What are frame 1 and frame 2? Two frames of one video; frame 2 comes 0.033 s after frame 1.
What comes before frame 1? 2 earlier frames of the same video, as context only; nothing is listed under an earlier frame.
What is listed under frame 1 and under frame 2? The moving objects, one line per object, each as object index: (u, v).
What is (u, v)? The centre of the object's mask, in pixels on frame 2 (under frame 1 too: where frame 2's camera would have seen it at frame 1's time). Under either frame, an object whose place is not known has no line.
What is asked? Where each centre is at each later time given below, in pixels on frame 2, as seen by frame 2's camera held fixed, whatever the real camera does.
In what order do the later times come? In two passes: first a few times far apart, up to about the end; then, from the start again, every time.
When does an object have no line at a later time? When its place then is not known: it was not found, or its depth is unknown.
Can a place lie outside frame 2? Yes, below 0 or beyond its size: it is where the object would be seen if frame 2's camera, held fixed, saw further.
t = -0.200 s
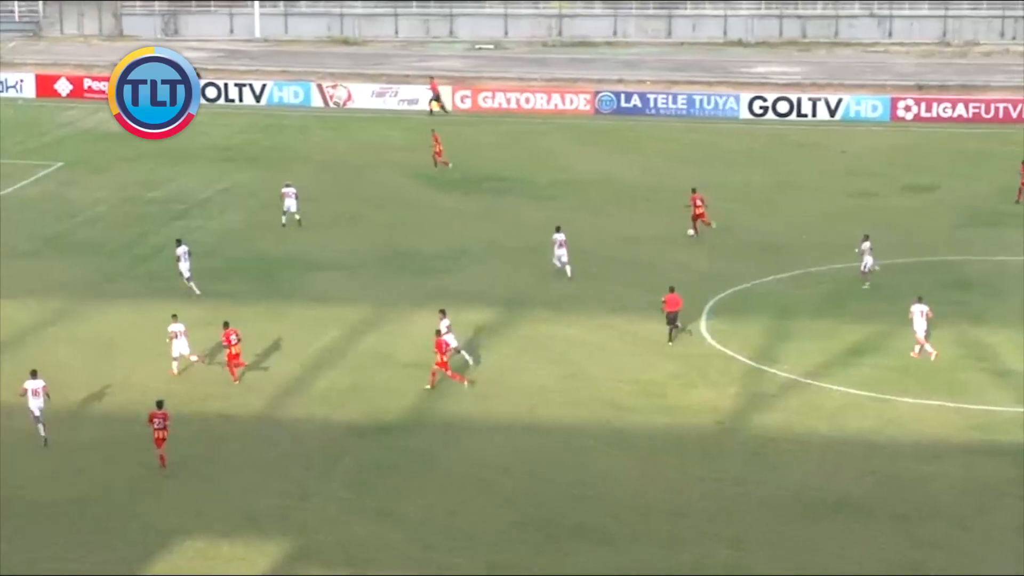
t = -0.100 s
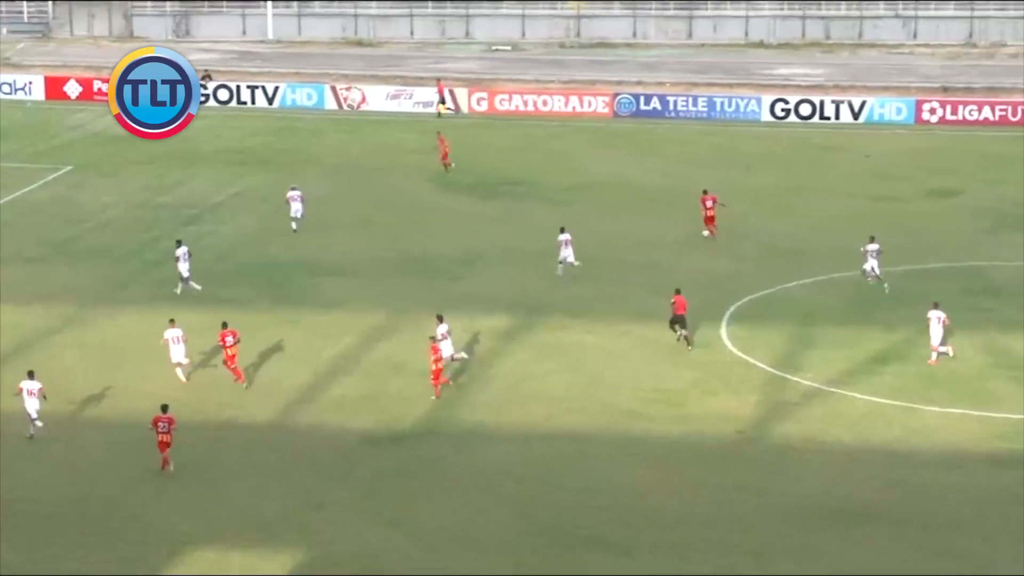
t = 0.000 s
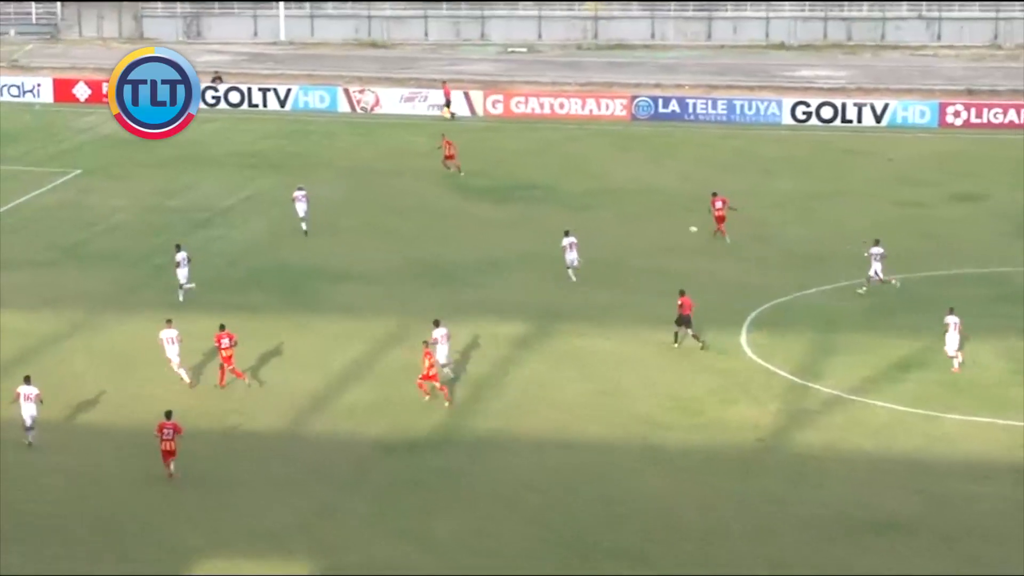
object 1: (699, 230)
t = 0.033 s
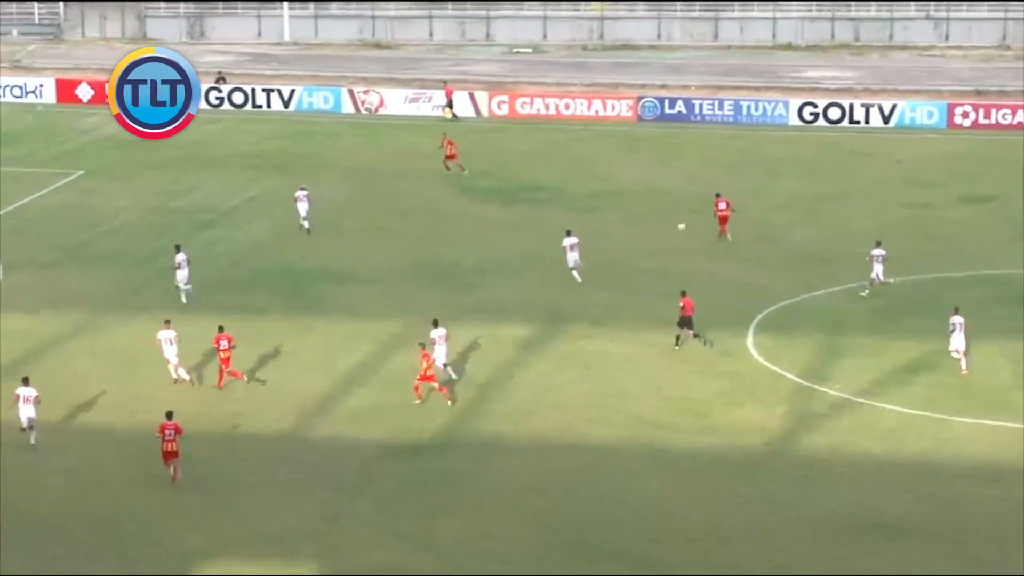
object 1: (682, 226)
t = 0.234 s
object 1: (581, 211)
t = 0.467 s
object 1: (483, 193)
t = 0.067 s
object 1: (664, 223)
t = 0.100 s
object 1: (647, 220)
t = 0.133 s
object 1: (630, 217)
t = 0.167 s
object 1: (613, 213)
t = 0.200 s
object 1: (597, 212)
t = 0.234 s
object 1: (581, 211)
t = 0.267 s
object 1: (565, 210)
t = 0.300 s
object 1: (549, 209)
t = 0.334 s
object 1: (534, 206)
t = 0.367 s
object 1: (521, 203)
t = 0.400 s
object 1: (508, 199)
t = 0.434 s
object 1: (496, 196)
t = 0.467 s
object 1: (483, 193)
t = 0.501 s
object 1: (471, 191)
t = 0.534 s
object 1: (458, 189)
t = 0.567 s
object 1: (446, 187)
